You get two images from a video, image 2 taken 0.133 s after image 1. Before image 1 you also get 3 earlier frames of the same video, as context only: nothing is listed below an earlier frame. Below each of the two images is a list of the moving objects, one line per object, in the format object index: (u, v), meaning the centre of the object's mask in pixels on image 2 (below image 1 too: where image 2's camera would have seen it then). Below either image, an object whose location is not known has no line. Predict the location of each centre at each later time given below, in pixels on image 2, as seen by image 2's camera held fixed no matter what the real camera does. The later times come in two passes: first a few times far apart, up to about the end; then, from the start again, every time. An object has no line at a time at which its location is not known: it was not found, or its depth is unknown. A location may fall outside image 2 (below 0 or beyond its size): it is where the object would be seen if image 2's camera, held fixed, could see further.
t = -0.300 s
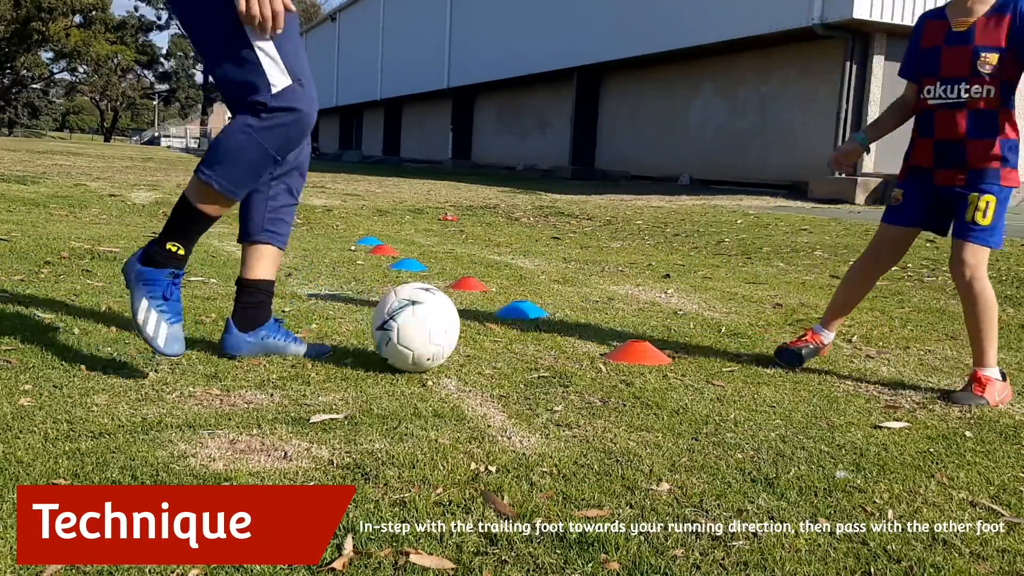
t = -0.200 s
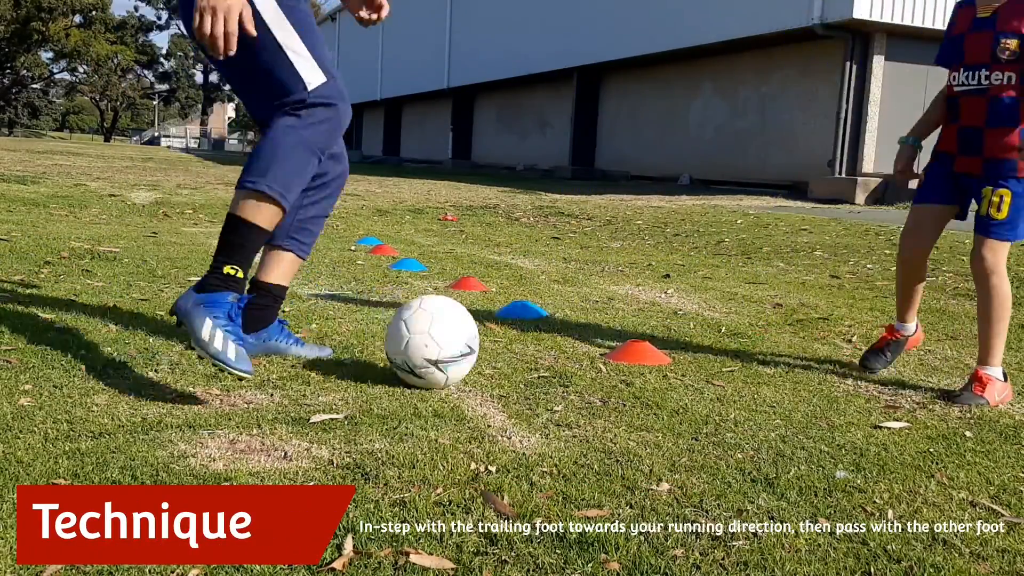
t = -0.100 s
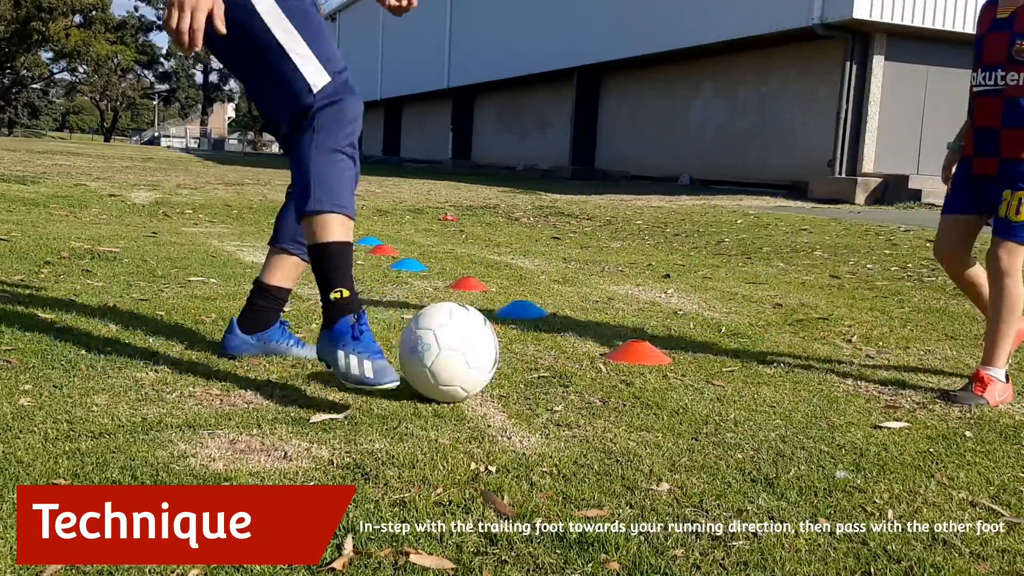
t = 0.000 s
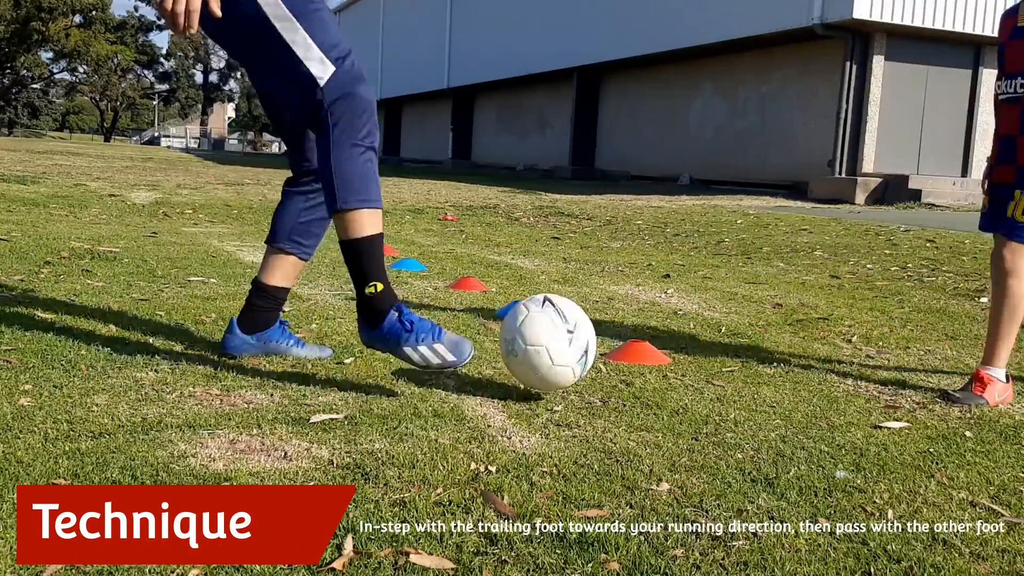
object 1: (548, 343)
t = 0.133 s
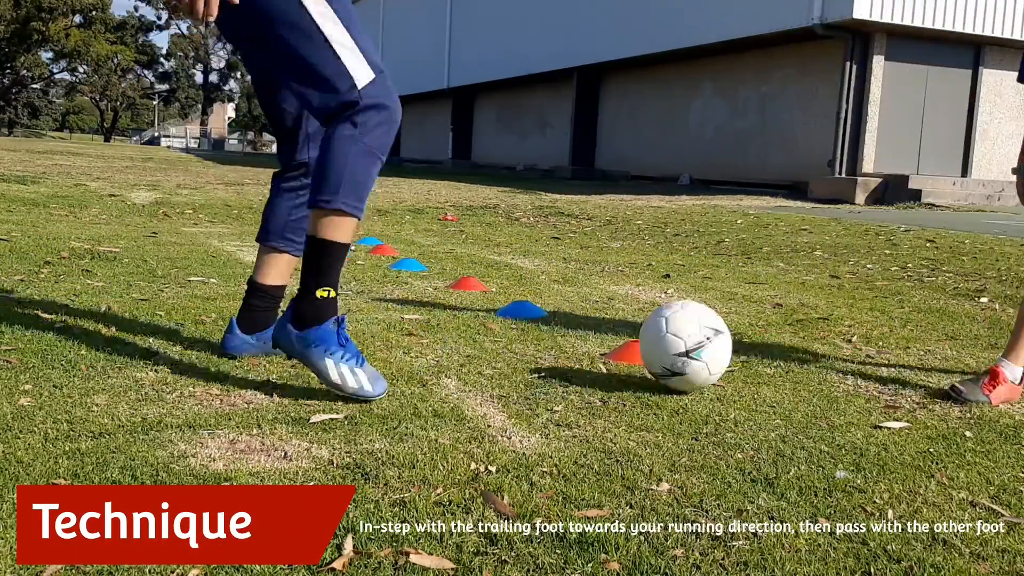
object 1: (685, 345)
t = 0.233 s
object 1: (763, 349)
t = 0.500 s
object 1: (938, 351)
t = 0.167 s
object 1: (712, 345)
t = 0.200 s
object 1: (738, 349)
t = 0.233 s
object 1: (763, 349)
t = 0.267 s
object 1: (787, 347)
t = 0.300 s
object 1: (810, 349)
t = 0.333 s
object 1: (833, 350)
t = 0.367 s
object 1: (855, 350)
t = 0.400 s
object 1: (876, 352)
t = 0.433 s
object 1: (897, 354)
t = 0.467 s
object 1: (918, 354)
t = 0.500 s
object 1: (938, 351)
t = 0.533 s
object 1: (957, 348)
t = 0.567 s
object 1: (976, 351)
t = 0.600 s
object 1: (989, 350)
